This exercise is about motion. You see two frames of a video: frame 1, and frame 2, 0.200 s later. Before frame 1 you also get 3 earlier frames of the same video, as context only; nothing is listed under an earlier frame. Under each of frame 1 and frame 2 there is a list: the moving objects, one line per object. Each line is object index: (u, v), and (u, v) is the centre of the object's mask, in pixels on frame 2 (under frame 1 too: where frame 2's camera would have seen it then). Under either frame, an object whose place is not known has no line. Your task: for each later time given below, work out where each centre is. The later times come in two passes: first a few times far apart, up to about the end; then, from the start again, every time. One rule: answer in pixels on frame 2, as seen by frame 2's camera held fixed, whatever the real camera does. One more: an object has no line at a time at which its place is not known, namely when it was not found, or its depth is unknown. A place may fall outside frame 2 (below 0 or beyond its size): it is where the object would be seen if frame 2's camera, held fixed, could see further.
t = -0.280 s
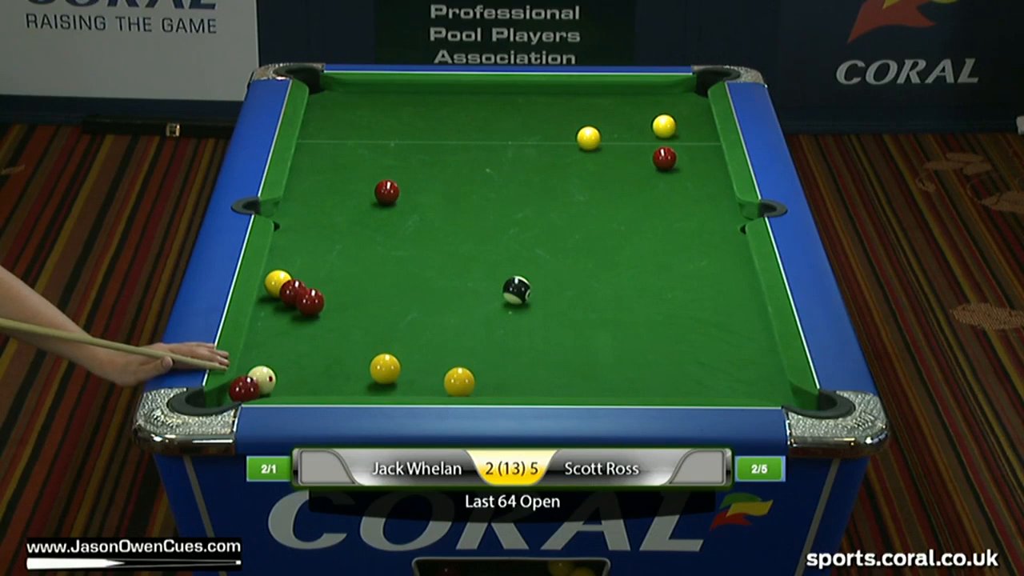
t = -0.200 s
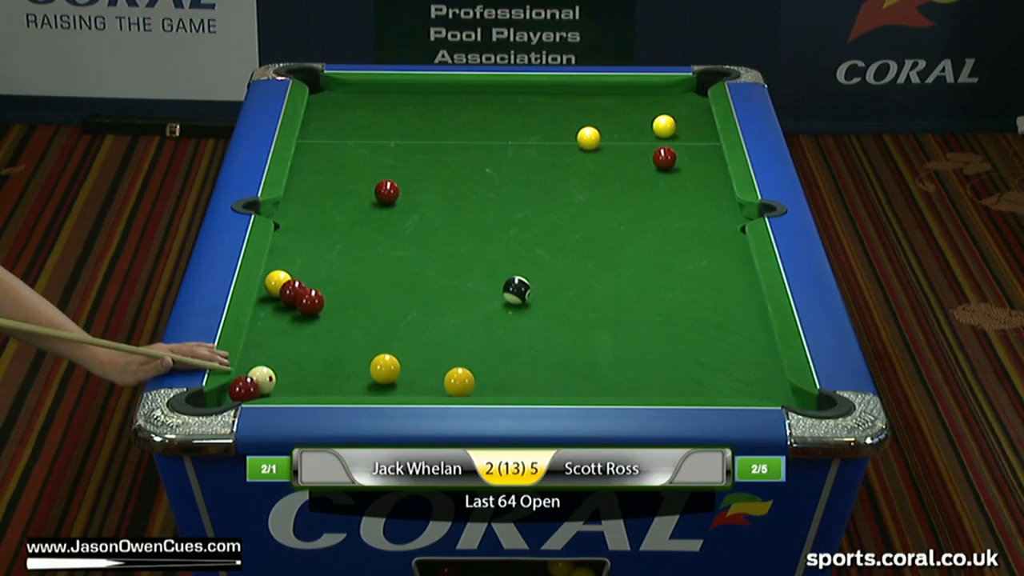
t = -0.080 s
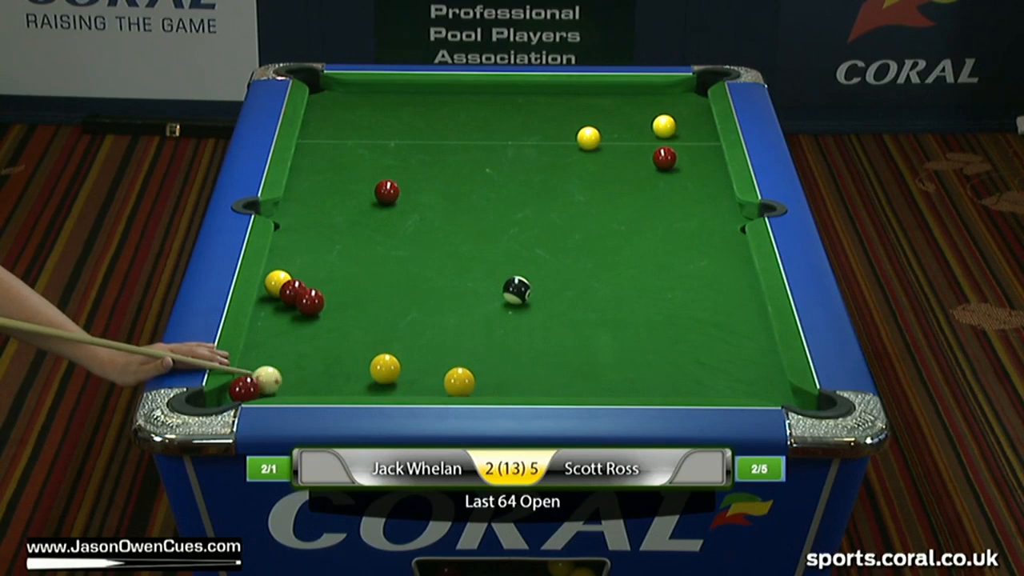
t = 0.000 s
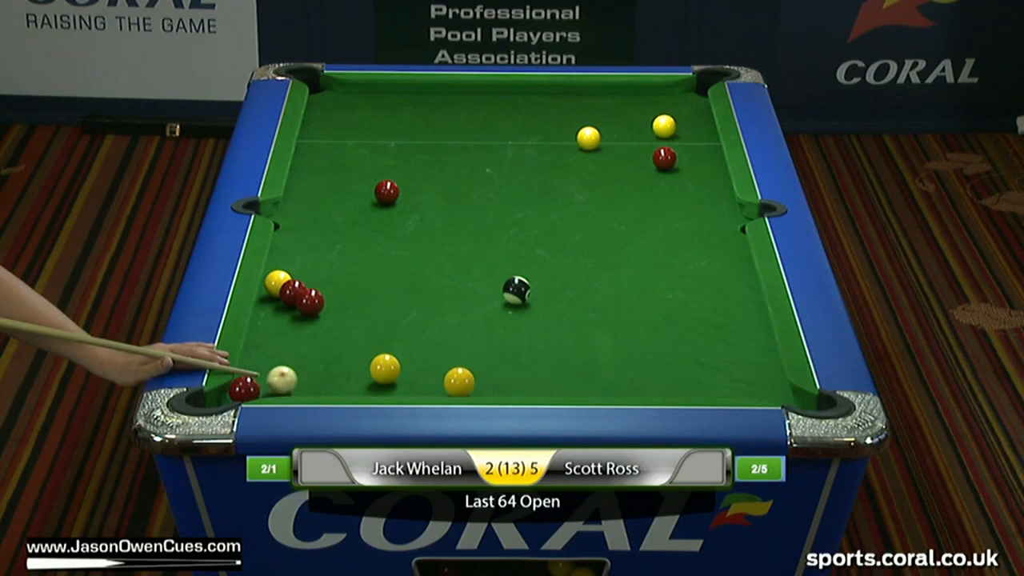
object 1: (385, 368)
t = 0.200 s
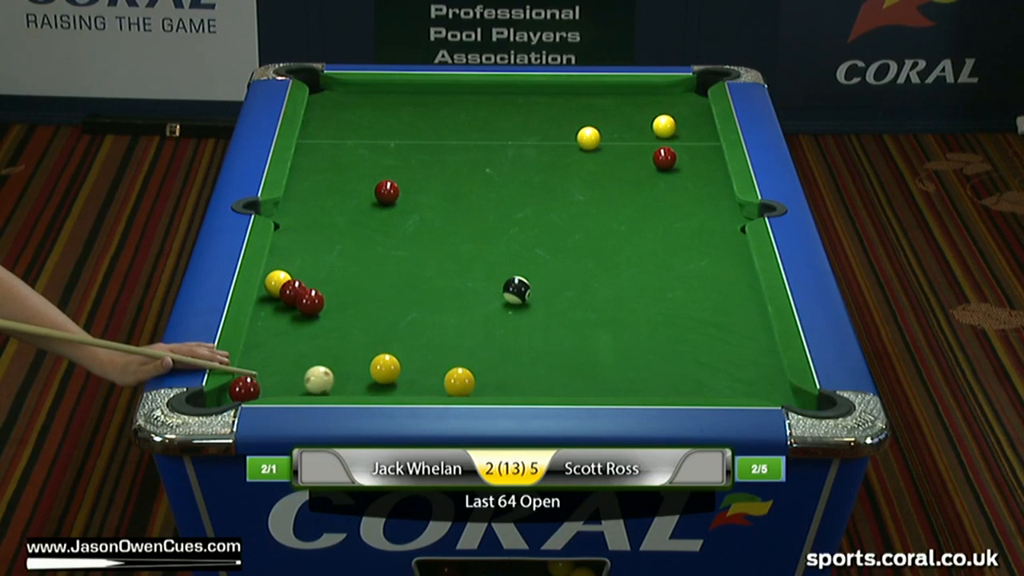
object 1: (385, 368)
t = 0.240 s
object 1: (385, 368)
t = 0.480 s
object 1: (387, 367)
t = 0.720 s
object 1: (391, 362)
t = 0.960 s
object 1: (396, 362)
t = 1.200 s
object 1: (398, 361)
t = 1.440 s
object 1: (399, 360)
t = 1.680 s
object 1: (399, 361)
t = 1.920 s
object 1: (399, 361)
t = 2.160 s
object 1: (399, 361)
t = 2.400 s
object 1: (398, 361)
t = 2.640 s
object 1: (398, 360)
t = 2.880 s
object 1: (398, 360)
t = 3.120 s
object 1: (399, 361)
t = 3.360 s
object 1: (399, 361)
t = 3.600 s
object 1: (399, 361)
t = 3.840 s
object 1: (399, 360)
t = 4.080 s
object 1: (399, 361)
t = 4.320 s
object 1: (399, 361)
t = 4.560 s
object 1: (399, 361)
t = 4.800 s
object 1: (399, 361)
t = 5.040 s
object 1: (399, 361)
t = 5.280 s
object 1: (399, 361)
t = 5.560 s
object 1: (399, 361)
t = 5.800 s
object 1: (399, 361)
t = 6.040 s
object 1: (399, 361)
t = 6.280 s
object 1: (399, 361)
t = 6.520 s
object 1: (399, 361)
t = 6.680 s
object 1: (394, 356)
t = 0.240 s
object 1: (385, 368)
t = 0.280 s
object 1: (385, 368)
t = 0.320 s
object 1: (385, 368)
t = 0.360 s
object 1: (385, 368)
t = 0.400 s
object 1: (385, 368)
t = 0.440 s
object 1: (386, 368)
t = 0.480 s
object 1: (387, 367)
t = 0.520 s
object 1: (389, 366)
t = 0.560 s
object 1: (390, 364)
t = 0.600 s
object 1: (390, 363)
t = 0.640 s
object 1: (390, 362)
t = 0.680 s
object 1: (391, 362)
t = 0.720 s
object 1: (391, 362)
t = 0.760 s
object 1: (392, 362)
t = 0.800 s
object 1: (393, 362)
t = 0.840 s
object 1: (393, 363)
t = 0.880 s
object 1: (394, 363)
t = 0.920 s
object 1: (395, 363)
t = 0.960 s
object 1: (396, 362)
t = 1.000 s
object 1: (396, 362)
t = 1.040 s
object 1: (396, 362)
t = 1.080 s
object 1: (397, 362)
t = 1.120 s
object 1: (397, 361)
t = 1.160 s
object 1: (397, 361)
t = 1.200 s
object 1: (398, 361)
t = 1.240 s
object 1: (398, 361)
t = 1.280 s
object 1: (398, 361)
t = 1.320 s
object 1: (399, 361)
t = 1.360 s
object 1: (399, 361)
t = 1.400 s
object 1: (399, 360)
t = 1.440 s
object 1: (399, 360)
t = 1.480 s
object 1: (399, 360)
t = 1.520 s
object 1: (399, 360)
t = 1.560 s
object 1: (399, 360)
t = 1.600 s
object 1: (399, 360)
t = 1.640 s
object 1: (399, 360)
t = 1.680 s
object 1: (399, 361)
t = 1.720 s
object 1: (399, 361)
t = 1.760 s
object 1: (399, 360)
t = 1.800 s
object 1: (399, 361)
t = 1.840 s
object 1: (399, 361)
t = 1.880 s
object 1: (399, 361)
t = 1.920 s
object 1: (399, 361)
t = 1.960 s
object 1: (399, 360)
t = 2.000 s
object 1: (399, 361)
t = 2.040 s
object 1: (399, 360)
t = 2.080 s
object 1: (399, 361)
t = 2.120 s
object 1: (399, 361)
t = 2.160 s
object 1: (399, 361)
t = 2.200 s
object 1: (399, 360)
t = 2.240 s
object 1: (399, 361)
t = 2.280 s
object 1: (398, 360)
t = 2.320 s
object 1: (399, 361)
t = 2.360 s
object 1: (399, 360)
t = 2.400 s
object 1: (398, 361)
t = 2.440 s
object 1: (398, 360)
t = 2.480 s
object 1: (398, 361)
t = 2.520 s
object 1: (398, 361)
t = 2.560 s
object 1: (399, 360)
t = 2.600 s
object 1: (399, 360)
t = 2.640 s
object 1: (398, 360)
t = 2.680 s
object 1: (398, 360)
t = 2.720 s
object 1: (399, 360)
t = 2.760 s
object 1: (399, 361)
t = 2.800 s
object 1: (399, 360)
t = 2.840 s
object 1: (399, 360)
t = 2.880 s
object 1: (398, 360)
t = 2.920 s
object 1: (398, 360)
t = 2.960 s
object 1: (399, 361)
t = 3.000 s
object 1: (399, 360)
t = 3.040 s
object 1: (399, 361)
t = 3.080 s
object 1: (399, 361)
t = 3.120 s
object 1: (399, 361)
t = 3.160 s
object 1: (399, 361)
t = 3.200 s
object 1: (399, 361)
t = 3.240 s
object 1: (399, 361)
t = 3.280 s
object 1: (399, 361)
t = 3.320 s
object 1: (399, 360)
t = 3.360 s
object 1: (399, 361)
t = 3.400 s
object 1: (399, 361)
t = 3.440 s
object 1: (399, 360)
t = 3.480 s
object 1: (399, 361)
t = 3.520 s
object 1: (399, 361)
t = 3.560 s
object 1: (399, 361)
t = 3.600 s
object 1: (399, 361)
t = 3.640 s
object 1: (399, 361)
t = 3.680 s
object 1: (399, 361)
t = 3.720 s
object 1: (399, 361)
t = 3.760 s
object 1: (399, 361)
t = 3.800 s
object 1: (399, 361)
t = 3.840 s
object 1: (399, 360)
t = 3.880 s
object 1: (398, 360)
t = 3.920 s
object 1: (398, 360)
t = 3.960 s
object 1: (398, 361)
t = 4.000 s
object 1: (399, 361)
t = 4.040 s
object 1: (398, 361)
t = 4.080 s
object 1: (399, 361)
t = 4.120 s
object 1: (398, 361)
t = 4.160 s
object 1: (399, 361)
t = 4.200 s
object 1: (399, 361)
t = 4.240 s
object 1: (399, 361)
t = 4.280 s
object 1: (399, 361)
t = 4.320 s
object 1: (399, 361)
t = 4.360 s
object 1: (399, 361)
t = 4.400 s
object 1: (399, 361)
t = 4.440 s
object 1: (399, 361)
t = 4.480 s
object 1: (399, 361)
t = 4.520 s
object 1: (399, 361)
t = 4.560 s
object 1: (399, 361)
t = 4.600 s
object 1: (399, 361)
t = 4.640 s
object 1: (399, 361)
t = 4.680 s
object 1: (399, 361)
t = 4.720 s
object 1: (399, 361)
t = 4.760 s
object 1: (399, 361)
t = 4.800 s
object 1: (399, 361)
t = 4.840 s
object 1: (399, 361)
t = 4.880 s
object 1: (399, 361)
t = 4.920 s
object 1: (399, 361)
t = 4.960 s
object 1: (399, 361)
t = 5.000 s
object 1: (399, 361)
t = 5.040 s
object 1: (399, 361)
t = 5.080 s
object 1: (399, 361)
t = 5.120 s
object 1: (399, 361)
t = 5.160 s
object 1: (399, 361)
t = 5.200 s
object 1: (399, 361)
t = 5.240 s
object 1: (399, 361)
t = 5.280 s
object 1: (399, 361)
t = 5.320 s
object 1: (399, 361)
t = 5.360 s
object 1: (399, 361)
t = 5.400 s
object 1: (399, 361)
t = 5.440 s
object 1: (399, 361)
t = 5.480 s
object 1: (399, 361)
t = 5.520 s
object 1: (399, 361)
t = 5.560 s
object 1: (399, 361)
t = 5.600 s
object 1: (399, 361)
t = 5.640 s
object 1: (399, 361)
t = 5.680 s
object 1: (399, 361)
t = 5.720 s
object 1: (399, 361)
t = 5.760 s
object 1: (399, 361)
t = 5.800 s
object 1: (399, 361)
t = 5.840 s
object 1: (399, 361)
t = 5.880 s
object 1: (399, 361)
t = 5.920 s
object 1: (399, 361)
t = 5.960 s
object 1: (399, 361)
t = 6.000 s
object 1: (399, 361)
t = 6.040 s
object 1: (399, 361)
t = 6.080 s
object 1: (399, 361)
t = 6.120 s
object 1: (399, 361)
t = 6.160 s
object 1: (399, 361)
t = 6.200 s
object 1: (399, 361)
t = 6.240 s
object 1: (399, 361)
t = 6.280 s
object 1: (399, 361)
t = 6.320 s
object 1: (399, 361)
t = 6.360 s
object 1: (399, 361)
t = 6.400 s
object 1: (399, 361)
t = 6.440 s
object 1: (399, 361)
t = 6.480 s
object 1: (399, 361)
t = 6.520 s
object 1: (399, 361)
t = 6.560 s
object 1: (399, 361)
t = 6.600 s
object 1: (399, 361)
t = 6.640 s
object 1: (398, 360)
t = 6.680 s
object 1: (394, 356)
